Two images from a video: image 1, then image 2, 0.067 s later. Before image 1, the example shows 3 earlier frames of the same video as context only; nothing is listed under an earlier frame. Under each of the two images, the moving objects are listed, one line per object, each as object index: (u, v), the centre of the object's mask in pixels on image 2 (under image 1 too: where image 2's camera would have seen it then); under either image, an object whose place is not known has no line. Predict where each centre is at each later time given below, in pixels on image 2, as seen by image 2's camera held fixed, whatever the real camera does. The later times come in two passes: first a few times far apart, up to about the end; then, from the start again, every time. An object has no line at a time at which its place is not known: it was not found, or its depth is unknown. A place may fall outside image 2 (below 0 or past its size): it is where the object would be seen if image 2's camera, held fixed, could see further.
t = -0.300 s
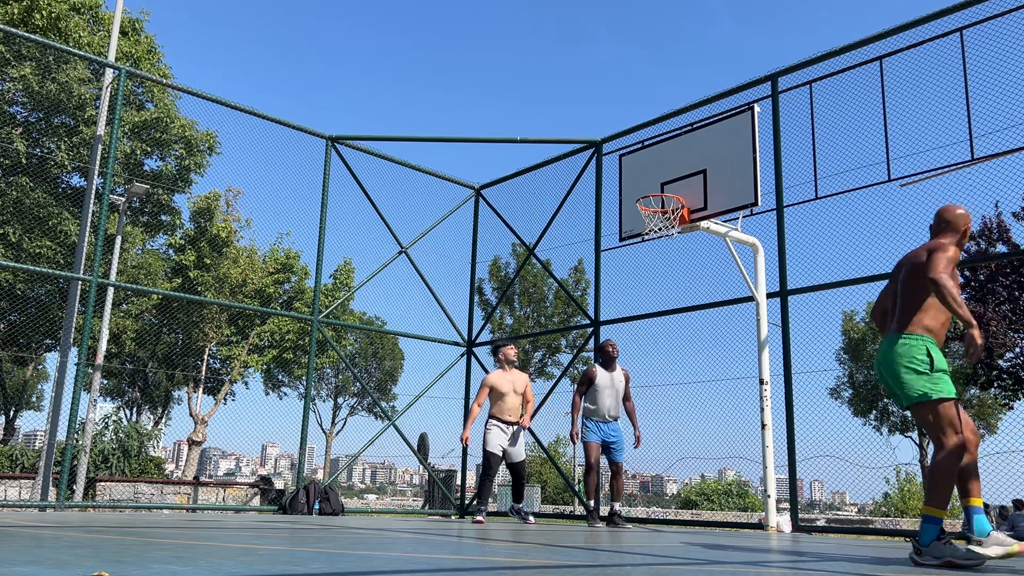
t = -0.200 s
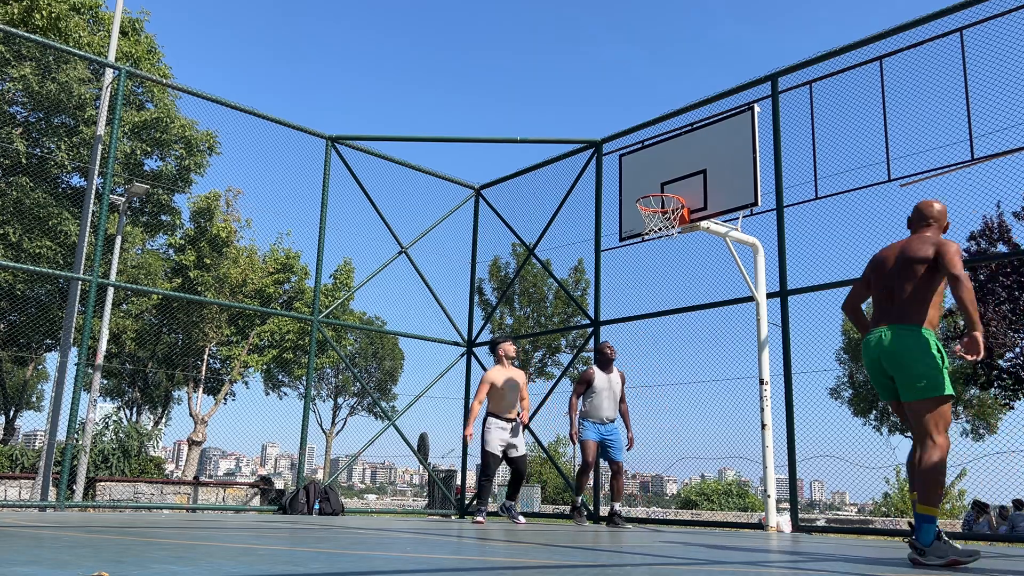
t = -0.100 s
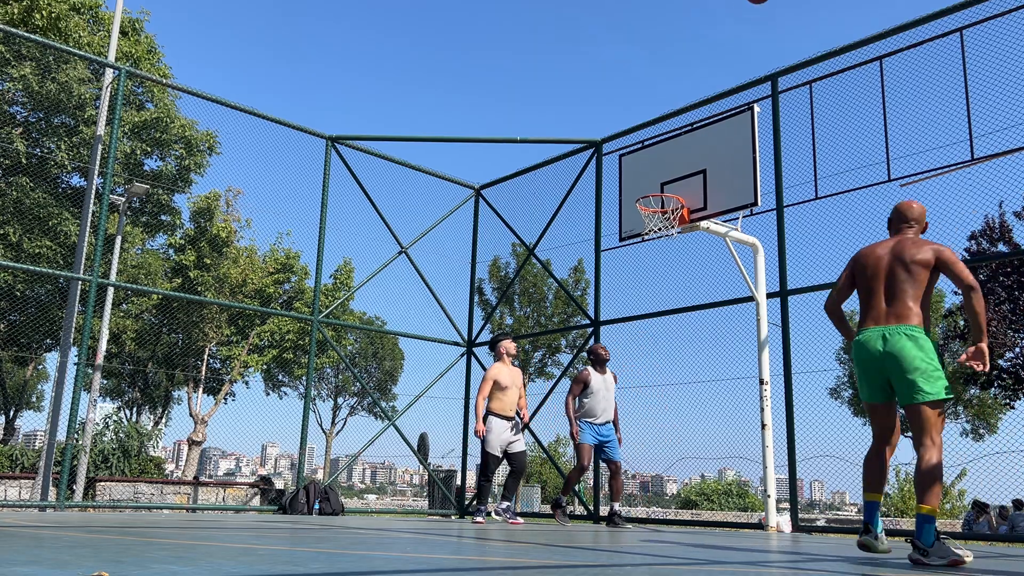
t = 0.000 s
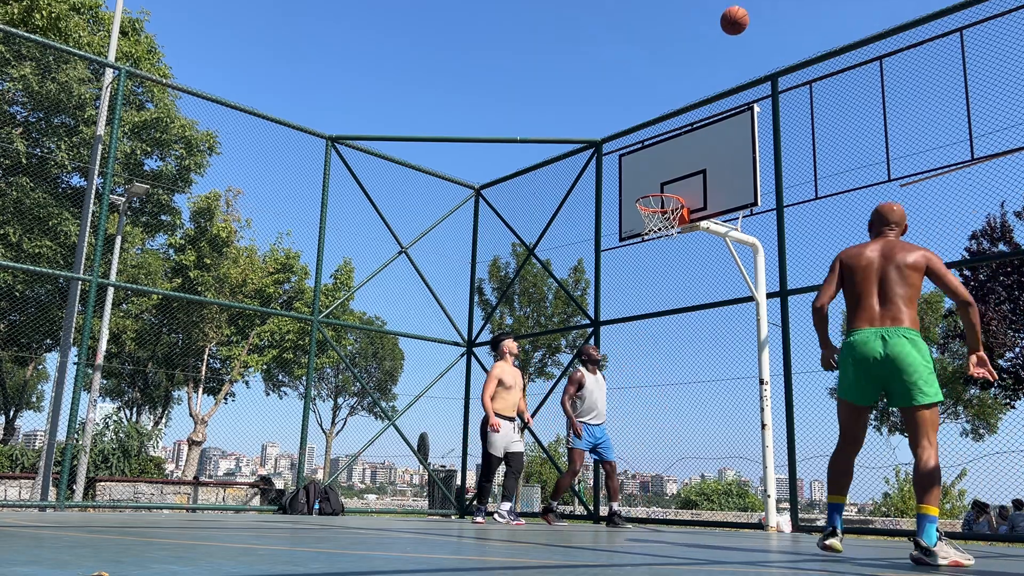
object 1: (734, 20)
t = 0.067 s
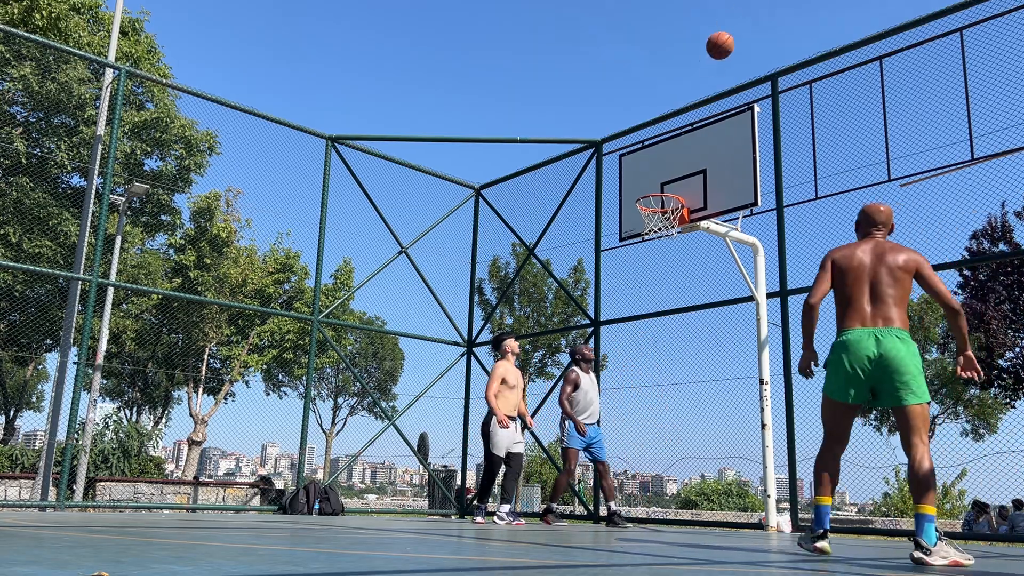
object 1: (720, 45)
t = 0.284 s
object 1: (680, 143)
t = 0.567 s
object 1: (647, 130)
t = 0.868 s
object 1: (617, 58)
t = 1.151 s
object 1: (585, 64)
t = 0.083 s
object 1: (716, 52)
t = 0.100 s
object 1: (713, 59)
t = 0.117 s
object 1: (710, 66)
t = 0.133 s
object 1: (707, 73)
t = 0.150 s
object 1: (703, 80)
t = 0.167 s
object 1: (700, 87)
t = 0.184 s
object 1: (697, 95)
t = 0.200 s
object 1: (694, 102)
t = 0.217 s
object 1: (691, 111)
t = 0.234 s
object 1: (688, 118)
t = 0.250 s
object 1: (686, 126)
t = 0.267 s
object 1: (683, 135)
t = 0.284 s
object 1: (680, 143)
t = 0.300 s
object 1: (677, 151)
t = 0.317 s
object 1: (674, 159)
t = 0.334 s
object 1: (672, 168)
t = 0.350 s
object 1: (669, 177)
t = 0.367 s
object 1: (667, 185)
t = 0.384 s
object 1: (663, 192)
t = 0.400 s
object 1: (662, 200)
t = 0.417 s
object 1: (661, 189)
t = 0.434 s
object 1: (659, 184)
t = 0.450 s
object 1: (658, 176)
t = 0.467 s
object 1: (656, 169)
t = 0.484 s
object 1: (655, 162)
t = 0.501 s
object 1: (653, 155)
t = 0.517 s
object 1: (652, 149)
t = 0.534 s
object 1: (650, 142)
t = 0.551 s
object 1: (649, 136)
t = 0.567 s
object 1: (647, 130)
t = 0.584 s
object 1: (645, 124)
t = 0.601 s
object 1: (644, 118)
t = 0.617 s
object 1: (642, 113)
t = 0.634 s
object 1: (641, 108)
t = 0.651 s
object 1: (639, 103)
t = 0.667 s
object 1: (638, 98)
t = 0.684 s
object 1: (636, 93)
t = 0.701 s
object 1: (634, 89)
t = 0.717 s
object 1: (633, 85)
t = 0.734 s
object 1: (631, 81)
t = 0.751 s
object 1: (629, 77)
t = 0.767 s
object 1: (628, 74)
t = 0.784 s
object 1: (626, 70)
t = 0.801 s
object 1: (624, 67)
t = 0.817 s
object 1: (623, 65)
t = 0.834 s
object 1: (621, 62)
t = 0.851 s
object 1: (619, 60)
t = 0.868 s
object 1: (617, 58)
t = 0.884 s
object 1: (616, 56)
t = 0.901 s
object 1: (614, 54)
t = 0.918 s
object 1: (612, 53)
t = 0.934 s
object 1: (610, 52)
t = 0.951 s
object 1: (609, 51)
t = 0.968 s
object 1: (607, 51)
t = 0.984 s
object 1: (605, 51)
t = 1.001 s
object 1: (603, 51)
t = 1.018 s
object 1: (601, 51)
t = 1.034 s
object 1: (599, 52)
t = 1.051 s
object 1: (597, 52)
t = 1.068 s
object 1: (595, 53)
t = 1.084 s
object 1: (593, 55)
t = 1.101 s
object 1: (591, 57)
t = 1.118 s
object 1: (589, 59)
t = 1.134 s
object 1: (587, 61)
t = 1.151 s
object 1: (585, 64)
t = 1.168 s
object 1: (583, 67)
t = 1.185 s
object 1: (581, 70)
